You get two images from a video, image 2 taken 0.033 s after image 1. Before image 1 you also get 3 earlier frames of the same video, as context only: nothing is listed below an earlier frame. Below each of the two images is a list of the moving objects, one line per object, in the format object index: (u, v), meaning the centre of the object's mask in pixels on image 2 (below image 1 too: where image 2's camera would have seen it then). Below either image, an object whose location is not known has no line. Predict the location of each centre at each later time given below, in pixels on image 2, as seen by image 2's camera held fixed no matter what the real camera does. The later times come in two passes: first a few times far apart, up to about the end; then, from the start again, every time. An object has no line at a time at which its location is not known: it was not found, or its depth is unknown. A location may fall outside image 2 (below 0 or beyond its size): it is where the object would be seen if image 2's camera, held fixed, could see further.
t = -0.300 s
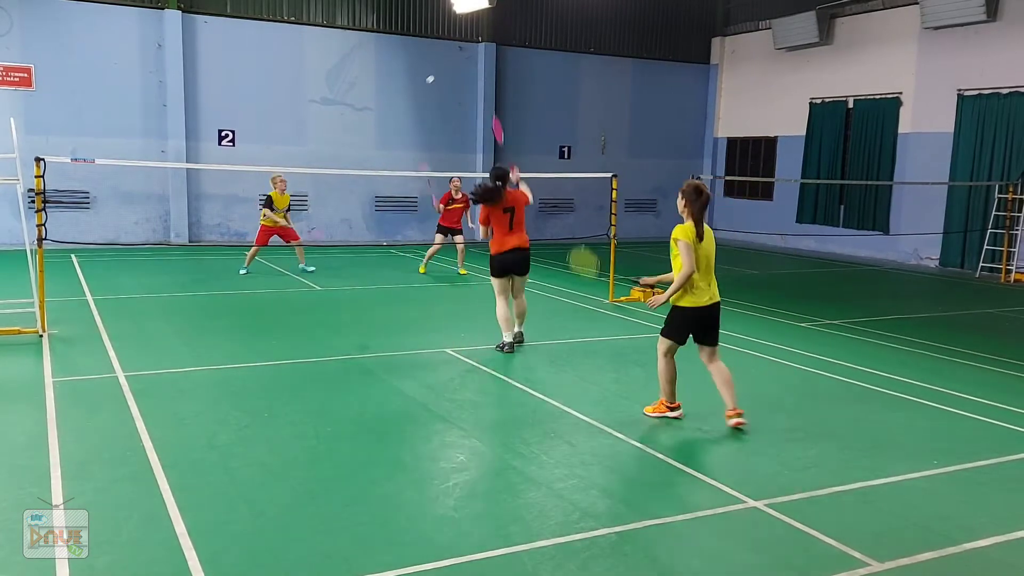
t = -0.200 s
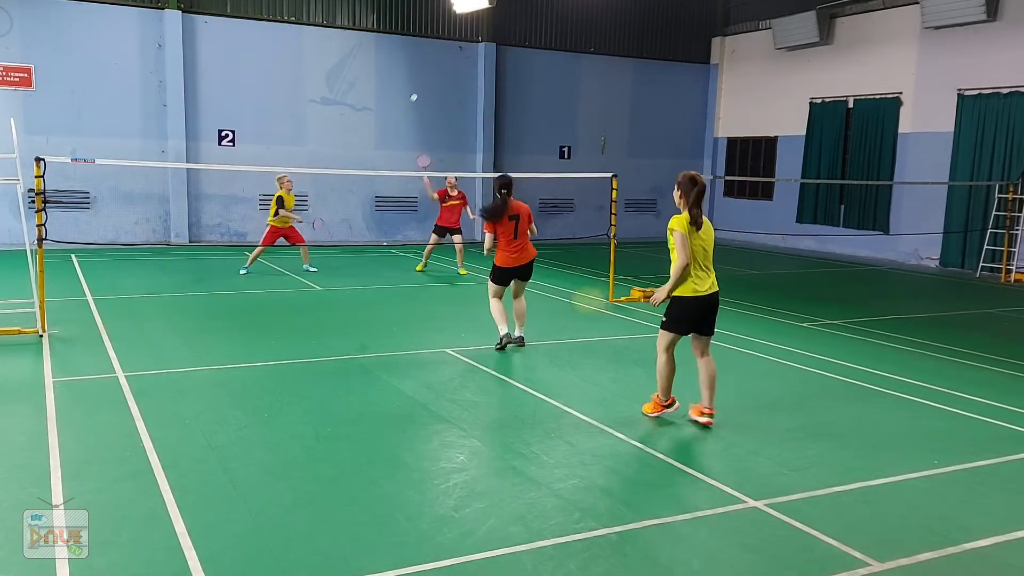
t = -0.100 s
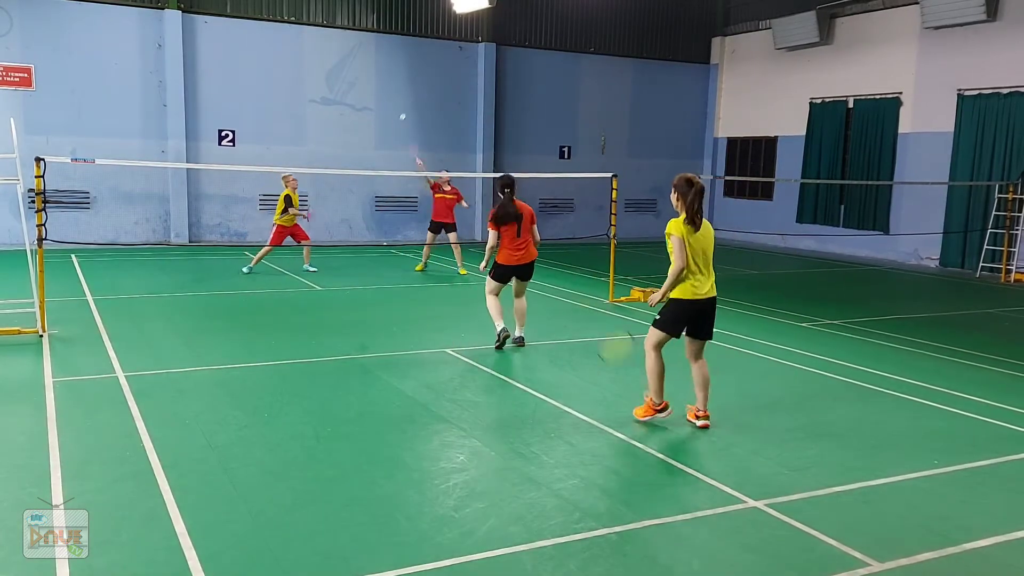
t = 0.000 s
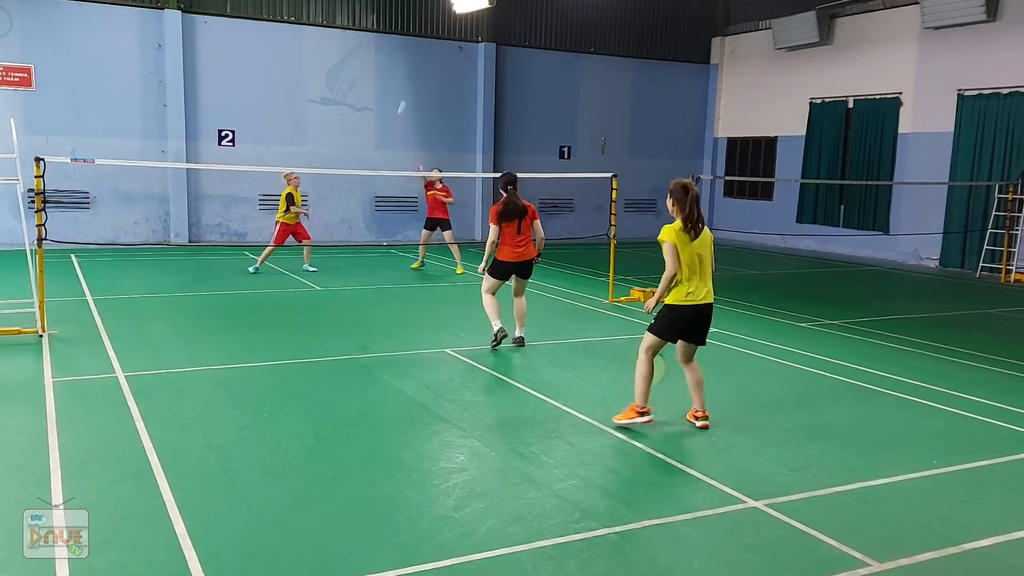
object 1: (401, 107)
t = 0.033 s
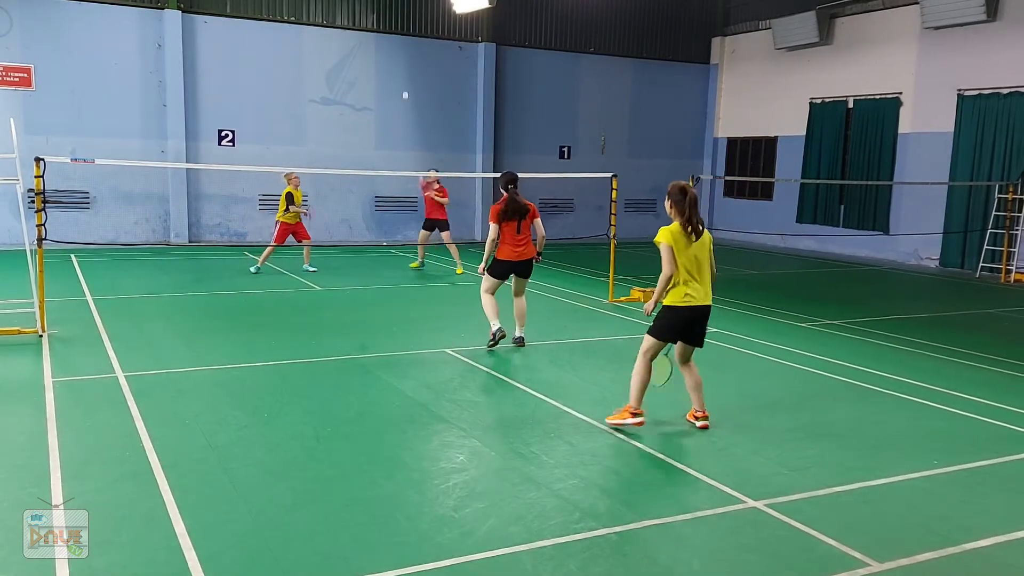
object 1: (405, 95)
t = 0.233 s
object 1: (414, 58)
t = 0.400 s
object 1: (420, 56)
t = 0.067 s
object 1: (405, 88)
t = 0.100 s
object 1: (408, 80)
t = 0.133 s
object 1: (410, 73)
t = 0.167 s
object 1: (412, 66)
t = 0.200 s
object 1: (413, 61)
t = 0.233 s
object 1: (414, 58)
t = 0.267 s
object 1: (415, 55)
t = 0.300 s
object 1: (417, 53)
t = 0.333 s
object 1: (418, 53)
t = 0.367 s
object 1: (419, 54)
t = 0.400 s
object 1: (420, 56)
